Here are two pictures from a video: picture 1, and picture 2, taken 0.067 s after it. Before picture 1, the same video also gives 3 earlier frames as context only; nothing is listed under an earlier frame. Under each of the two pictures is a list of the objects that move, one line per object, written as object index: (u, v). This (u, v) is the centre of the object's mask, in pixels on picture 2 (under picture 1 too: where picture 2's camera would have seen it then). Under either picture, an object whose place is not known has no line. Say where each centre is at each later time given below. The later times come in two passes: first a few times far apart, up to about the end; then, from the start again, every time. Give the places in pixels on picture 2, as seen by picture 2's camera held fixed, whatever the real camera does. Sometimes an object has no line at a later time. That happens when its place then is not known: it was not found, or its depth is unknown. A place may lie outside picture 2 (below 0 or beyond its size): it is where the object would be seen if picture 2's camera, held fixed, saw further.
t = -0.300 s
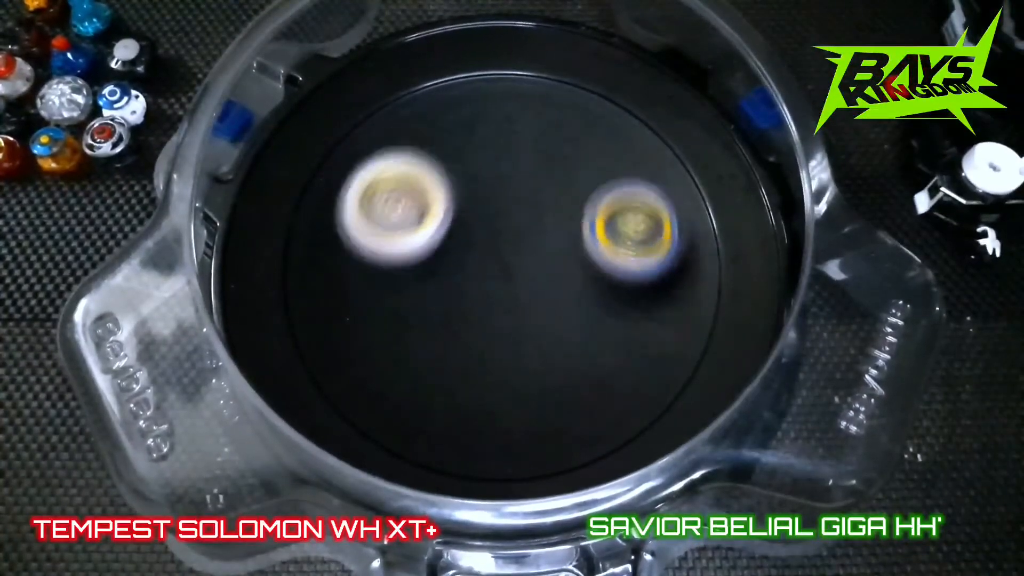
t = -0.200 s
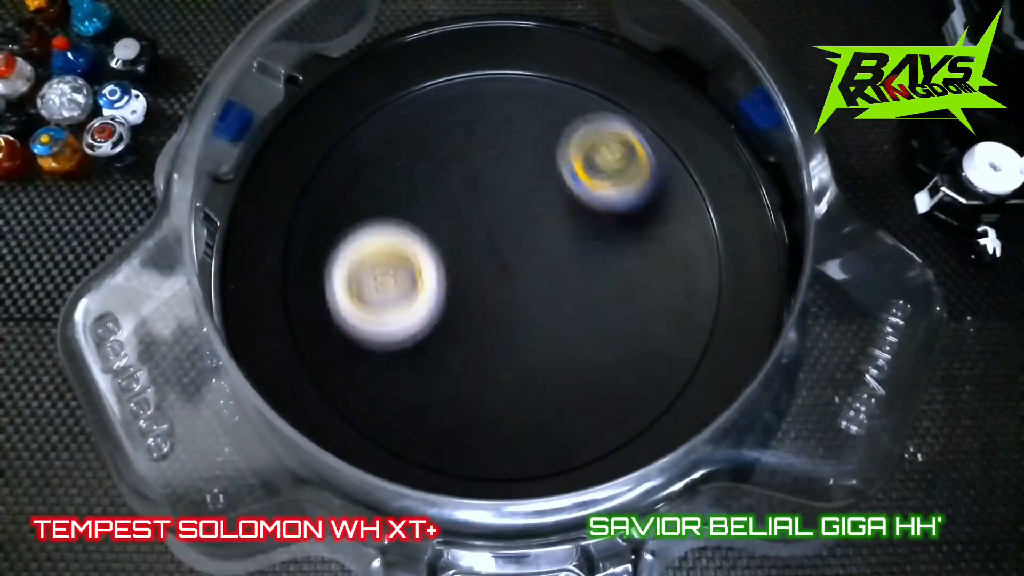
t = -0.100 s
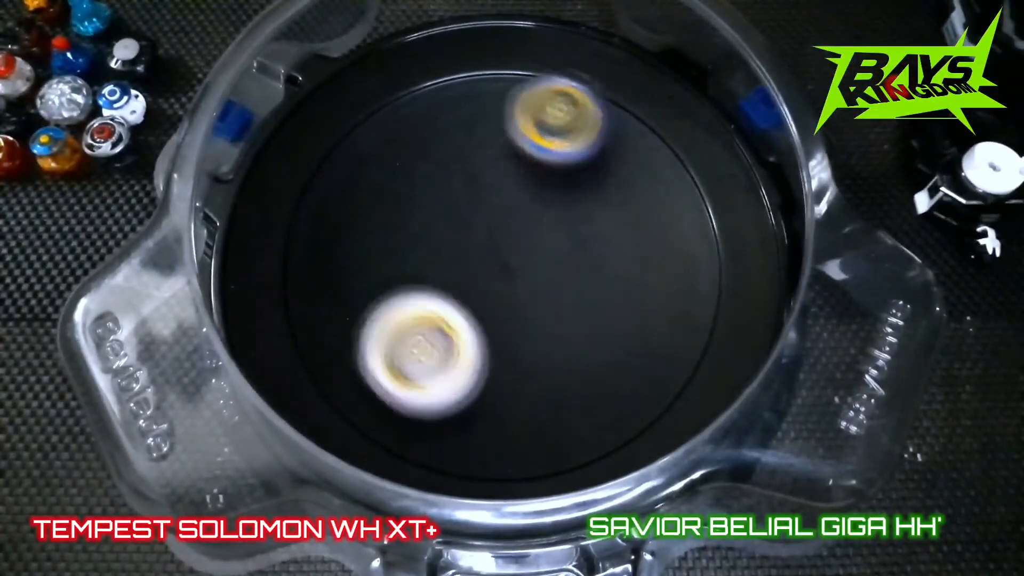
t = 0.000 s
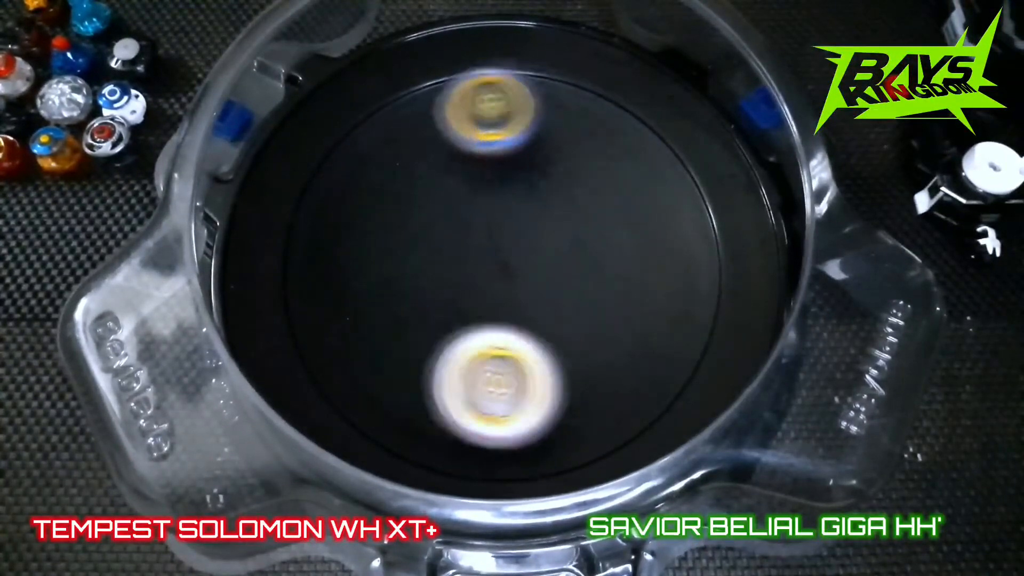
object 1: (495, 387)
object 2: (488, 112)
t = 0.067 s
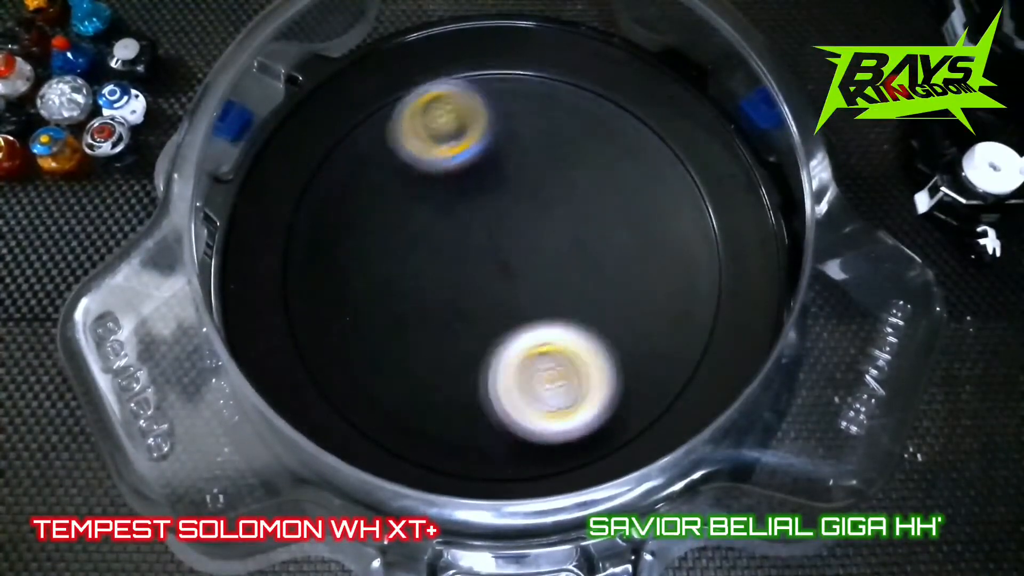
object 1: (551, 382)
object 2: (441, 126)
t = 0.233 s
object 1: (640, 288)
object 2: (362, 227)
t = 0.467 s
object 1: (562, 139)
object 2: (460, 392)
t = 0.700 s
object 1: (407, 173)
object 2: (638, 327)
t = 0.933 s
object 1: (429, 334)
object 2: (611, 159)
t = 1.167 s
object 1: (584, 335)
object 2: (446, 119)
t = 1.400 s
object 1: (588, 192)
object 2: (366, 285)
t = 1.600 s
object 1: (484, 151)
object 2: (497, 403)
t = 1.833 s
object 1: (388, 270)
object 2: (646, 312)
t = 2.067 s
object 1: (487, 372)
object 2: (592, 149)
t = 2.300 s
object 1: (586, 281)
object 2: (428, 154)
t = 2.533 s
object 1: (533, 168)
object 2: (391, 320)
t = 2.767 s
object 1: (427, 204)
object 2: (550, 393)
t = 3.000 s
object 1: (430, 330)
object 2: (647, 263)
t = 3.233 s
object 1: (545, 334)
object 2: (548, 137)
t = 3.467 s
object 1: (589, 225)
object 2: (391, 196)
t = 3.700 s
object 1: (515, 179)
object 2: (407, 353)
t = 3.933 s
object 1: (421, 246)
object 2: (580, 368)
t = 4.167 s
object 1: (470, 342)
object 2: (625, 216)
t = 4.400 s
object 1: (590, 293)
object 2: (489, 140)
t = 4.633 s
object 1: (571, 180)
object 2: (378, 238)
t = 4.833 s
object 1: (474, 165)
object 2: (435, 357)
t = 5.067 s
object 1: (404, 279)
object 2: (590, 336)
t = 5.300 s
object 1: (514, 357)
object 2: (595, 192)
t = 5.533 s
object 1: (617, 254)
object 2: (461, 150)
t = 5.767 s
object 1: (544, 157)
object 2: (386, 262)
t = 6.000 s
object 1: (412, 215)
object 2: (498, 360)
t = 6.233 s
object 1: (445, 348)
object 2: (610, 275)
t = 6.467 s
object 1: (588, 326)
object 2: (554, 165)
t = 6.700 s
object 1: (590, 193)
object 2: (427, 198)
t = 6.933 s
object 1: (456, 174)
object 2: (436, 316)
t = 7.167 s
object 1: (404, 300)
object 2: (565, 322)
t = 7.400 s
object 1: (534, 358)
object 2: (582, 208)
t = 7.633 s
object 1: (601, 243)
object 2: (476, 176)
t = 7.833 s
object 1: (521, 166)
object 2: (418, 252)
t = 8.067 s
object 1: (409, 227)
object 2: (487, 330)
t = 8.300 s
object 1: (460, 341)
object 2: (581, 286)
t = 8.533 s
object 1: (581, 296)
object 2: (547, 193)
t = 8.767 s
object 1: (557, 195)
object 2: (443, 186)
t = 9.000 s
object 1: (481, 201)
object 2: (385, 289)
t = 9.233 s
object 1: (496, 256)
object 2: (480, 381)
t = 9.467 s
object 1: (546, 236)
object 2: (576, 346)
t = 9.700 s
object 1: (501, 137)
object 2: (589, 322)
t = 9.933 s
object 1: (461, 163)
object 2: (521, 287)
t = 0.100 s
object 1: (577, 372)
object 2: (419, 140)
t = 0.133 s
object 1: (600, 356)
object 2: (399, 157)
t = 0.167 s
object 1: (618, 337)
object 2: (383, 178)
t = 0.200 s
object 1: (632, 313)
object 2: (370, 201)
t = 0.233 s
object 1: (640, 288)
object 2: (362, 227)
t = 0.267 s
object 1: (643, 262)
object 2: (358, 256)
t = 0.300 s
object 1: (640, 236)
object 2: (361, 285)
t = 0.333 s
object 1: (633, 211)
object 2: (371, 313)
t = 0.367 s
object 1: (620, 188)
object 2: (386, 340)
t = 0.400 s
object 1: (603, 168)
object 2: (407, 361)
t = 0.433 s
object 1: (584, 152)
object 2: (432, 379)
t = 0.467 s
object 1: (562, 139)
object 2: (460, 392)
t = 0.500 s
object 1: (538, 131)
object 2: (489, 398)
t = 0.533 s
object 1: (513, 127)
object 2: (520, 399)
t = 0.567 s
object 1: (489, 128)
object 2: (550, 394)
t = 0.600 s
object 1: (465, 134)
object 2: (578, 384)
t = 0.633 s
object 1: (443, 143)
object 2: (602, 368)
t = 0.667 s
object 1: (423, 157)
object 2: (622, 349)
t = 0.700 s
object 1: (407, 173)
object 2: (638, 327)
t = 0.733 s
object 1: (395, 195)
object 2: (648, 303)
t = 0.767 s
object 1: (388, 218)
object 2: (651, 278)
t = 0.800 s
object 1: (386, 242)
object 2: (651, 253)
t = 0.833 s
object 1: (389, 269)
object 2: (646, 228)
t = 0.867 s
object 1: (397, 293)
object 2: (637, 203)
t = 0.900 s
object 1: (411, 315)
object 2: (626, 180)
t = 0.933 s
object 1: (429, 334)
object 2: (611, 159)
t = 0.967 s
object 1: (450, 350)
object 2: (593, 141)
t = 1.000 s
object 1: (474, 359)
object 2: (572, 126)
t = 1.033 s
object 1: (498, 364)
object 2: (549, 115)
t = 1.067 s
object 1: (522, 364)
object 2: (524, 109)
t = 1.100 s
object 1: (545, 359)
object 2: (498, 107)
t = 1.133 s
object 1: (567, 349)
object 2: (471, 111)
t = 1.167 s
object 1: (584, 335)
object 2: (446, 119)
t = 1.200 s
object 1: (598, 317)
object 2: (423, 132)
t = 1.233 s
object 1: (607, 297)
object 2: (403, 150)
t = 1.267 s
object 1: (612, 276)
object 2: (386, 172)
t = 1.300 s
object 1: (612, 255)
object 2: (374, 197)
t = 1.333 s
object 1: (608, 234)
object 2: (366, 225)
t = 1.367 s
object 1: (599, 211)
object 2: (363, 255)
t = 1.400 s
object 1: (588, 192)
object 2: (366, 285)
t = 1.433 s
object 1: (574, 175)
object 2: (377, 314)
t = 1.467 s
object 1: (558, 162)
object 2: (392, 341)
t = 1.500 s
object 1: (541, 153)
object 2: (414, 364)
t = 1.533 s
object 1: (523, 149)
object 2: (439, 383)
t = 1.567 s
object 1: (504, 148)
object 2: (467, 395)
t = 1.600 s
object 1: (484, 151)
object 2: (497, 403)
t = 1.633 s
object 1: (465, 157)
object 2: (527, 404)
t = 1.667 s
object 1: (446, 168)
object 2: (555, 400)
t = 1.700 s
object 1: (428, 182)
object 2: (581, 391)
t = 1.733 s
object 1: (413, 200)
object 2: (603, 376)
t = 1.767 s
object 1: (400, 221)
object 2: (622, 357)
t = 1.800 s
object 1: (392, 245)
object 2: (637, 336)
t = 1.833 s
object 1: (388, 270)
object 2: (646, 312)
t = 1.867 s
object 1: (389, 293)
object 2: (650, 287)
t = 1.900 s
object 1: (396, 316)
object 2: (650, 261)
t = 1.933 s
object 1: (408, 336)
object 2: (645, 235)
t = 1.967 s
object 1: (424, 352)
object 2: (637, 211)
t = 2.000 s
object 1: (444, 364)
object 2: (625, 187)
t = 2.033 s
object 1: (465, 370)
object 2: (611, 167)
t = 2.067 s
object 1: (487, 372)
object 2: (592, 149)
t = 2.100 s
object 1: (509, 368)
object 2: (571, 135)
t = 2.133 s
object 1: (530, 361)
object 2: (547, 126)
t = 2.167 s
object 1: (547, 350)
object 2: (523, 122)
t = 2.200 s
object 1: (562, 335)
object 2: (498, 123)
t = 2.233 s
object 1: (574, 318)
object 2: (472, 129)
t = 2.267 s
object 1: (582, 300)
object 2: (450, 139)
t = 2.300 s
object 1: (586, 281)
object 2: (428, 154)
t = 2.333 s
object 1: (586, 260)
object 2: (411, 172)
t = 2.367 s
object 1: (584, 241)
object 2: (396, 193)
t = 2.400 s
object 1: (578, 222)
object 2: (386, 217)
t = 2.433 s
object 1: (570, 205)
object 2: (380, 242)
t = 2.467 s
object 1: (558, 190)
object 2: (379, 269)
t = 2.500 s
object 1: (546, 177)
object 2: (383, 295)
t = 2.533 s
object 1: (533, 168)
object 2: (391, 320)
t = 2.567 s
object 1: (518, 163)
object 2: (405, 343)
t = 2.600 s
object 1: (503, 161)
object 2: (422, 363)
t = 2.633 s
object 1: (487, 163)
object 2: (444, 378)
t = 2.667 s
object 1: (471, 168)
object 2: (468, 389)
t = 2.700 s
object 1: (455, 177)
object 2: (495, 395)
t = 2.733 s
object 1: (440, 189)
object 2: (523, 397)
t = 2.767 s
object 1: (427, 204)
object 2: (550, 393)
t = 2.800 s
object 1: (417, 220)
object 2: (575, 386)
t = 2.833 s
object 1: (410, 237)
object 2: (597, 373)
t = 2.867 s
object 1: (407, 257)
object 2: (616, 356)
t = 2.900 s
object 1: (407, 278)
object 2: (631, 336)
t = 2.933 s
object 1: (412, 298)
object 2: (641, 313)
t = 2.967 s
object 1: (419, 315)
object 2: (646, 288)
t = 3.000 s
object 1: (430, 330)
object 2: (647, 263)
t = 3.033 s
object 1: (443, 341)
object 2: (644, 239)
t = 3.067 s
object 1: (461, 349)
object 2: (636, 215)
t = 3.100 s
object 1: (478, 353)
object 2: (625, 193)
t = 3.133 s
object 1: (495, 353)
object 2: (611, 173)
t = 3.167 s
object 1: (512, 350)
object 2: (592, 157)
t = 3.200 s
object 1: (528, 344)
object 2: (571, 145)
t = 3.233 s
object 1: (545, 334)
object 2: (548, 137)
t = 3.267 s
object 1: (560, 322)
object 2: (524, 134)
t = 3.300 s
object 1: (572, 309)
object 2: (498, 134)
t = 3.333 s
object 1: (581, 293)
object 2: (473, 138)
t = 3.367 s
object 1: (588, 276)
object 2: (448, 147)
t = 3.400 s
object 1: (590, 258)
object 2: (426, 160)
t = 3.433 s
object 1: (591, 240)
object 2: (406, 177)
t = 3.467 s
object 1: (589, 225)
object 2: (391, 196)
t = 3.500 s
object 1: (584, 211)
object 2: (379, 219)
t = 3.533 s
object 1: (578, 199)
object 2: (371, 242)
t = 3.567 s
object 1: (569, 190)
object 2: (368, 266)
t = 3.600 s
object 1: (558, 184)
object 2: (370, 291)
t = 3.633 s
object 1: (544, 180)
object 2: (377, 314)
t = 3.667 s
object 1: (530, 178)
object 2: (390, 335)
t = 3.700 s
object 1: (515, 179)
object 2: (407, 353)
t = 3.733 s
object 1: (500, 183)
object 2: (428, 368)
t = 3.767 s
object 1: (484, 188)
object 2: (452, 378)
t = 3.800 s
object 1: (468, 196)
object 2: (478, 384)
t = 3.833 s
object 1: (453, 206)
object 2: (504, 387)
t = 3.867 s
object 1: (440, 218)
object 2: (531, 386)
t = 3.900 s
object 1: (429, 231)
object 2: (557, 380)
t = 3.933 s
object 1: (421, 246)
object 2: (580, 368)
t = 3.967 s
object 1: (417, 263)
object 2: (601, 352)
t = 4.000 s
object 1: (416, 280)
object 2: (617, 333)
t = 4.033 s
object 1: (419, 296)
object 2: (628, 312)
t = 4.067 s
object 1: (426, 311)
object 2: (634, 289)
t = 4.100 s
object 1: (438, 323)
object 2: (636, 264)
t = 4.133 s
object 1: (452, 334)
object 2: (633, 239)
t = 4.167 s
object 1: (470, 342)
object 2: (625, 216)
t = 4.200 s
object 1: (489, 346)
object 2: (613, 195)
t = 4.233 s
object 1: (510, 345)
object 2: (598, 177)
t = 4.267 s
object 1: (530, 341)
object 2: (581, 162)
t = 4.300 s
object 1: (549, 334)
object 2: (561, 150)
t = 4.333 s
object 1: (566, 322)
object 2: (538, 143)
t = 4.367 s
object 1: (580, 308)
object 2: (513, 139)
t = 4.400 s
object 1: (590, 293)
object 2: (489, 140)
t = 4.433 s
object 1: (598, 278)
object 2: (465, 143)
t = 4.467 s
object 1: (602, 261)
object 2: (443, 151)
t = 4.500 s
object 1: (602, 243)
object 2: (424, 162)
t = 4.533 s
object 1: (599, 226)
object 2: (407, 178)
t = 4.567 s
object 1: (593, 208)
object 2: (393, 195)
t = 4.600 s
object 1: (582, 193)
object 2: (383, 216)
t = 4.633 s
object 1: (571, 180)
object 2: (378, 238)
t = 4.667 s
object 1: (558, 171)
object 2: (376, 261)
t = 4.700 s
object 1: (544, 164)
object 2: (379, 284)
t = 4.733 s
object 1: (527, 159)
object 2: (387, 305)
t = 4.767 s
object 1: (510, 158)
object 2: (399, 325)
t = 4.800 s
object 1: (492, 160)
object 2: (415, 343)
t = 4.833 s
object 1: (474, 165)
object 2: (435, 357)
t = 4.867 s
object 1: (457, 175)
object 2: (458, 368)
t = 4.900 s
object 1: (441, 187)
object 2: (479, 374)
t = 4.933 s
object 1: (427, 202)
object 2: (504, 376)
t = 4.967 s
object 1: (416, 219)
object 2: (529, 373)
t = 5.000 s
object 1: (407, 238)
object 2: (552, 365)
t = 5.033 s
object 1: (403, 258)
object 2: (573, 352)
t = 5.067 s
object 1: (404, 279)
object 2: (590, 336)
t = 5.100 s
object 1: (409, 299)
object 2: (603, 318)
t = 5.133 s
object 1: (418, 317)
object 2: (613, 297)
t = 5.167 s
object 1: (432, 332)
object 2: (617, 274)
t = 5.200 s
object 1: (450, 344)
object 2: (618, 252)
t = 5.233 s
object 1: (470, 353)
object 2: (615, 232)
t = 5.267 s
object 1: (492, 357)
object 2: (607, 210)
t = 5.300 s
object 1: (514, 357)
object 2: (595, 192)
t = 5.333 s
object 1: (537, 352)
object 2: (580, 175)
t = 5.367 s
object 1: (559, 343)
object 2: (564, 162)
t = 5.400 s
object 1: (578, 329)
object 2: (545, 151)
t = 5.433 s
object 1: (593, 313)
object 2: (523, 145)
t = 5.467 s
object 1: (605, 294)
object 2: (503, 144)
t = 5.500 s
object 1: (613, 274)
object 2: (482, 144)
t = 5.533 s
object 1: (617, 254)
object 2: (461, 150)
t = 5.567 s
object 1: (617, 235)
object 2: (441, 159)
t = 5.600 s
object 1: (613, 216)
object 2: (424, 170)
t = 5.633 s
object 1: (605, 199)
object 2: (410, 184)
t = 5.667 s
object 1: (594, 185)
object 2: (398, 201)
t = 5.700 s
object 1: (579, 172)
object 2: (391, 220)
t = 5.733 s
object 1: (562, 163)
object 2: (386, 241)
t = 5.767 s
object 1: (544, 157)
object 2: (386, 262)
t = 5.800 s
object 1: (522, 154)
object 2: (390, 283)
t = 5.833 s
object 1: (500, 155)
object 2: (401, 304)
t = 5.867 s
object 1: (479, 160)
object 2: (415, 322)
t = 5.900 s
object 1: (458, 169)
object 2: (432, 337)
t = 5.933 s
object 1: (439, 181)
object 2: (453, 350)
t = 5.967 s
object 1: (424, 197)
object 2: (476, 357)
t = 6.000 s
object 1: (412, 215)
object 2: (498, 360)
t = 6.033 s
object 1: (403, 235)
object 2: (521, 358)
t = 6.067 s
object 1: (398, 256)
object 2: (544, 353)
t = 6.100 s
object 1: (399, 278)
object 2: (564, 342)
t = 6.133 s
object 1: (404, 299)
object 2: (581, 329)
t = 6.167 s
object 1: (414, 318)
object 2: (594, 312)
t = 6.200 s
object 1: (428, 335)
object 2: (604, 294)
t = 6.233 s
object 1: (445, 348)
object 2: (610, 275)
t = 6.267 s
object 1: (465, 358)
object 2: (612, 255)
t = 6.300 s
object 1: (486, 363)
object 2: (610, 234)
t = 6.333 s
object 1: (509, 365)
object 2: (605, 216)
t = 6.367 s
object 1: (533, 361)
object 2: (597, 200)
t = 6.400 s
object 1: (553, 353)
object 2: (584, 185)
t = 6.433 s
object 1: (573, 341)
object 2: (570, 173)
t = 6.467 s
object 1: (588, 326)
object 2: (554, 165)
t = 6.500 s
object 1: (600, 309)
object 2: (535, 160)
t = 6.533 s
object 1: (609, 289)
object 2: (514, 159)
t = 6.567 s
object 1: (613, 269)
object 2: (494, 161)
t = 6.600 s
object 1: (613, 248)
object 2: (473, 167)
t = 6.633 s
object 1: (608, 228)
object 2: (456, 174)
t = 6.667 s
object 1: (601, 210)
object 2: (440, 185)
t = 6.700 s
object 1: (590, 193)
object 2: (427, 198)
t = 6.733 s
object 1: (574, 179)
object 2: (417, 213)
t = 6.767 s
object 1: (558, 169)
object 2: (410, 232)
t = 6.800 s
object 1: (539, 162)
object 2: (407, 252)
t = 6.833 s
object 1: (517, 159)
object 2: (409, 269)
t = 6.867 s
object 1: (496, 160)
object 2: (413, 286)
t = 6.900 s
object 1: (476, 165)
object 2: (423, 303)
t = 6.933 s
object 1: (456, 174)
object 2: (436, 316)
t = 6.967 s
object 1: (439, 186)
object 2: (452, 328)
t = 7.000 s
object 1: (423, 201)
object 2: (471, 336)
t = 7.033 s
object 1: (412, 218)
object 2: (490, 339)
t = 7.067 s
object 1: (403, 237)
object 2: (510, 341)
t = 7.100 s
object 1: (398, 258)
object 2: (531, 338)
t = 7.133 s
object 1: (399, 280)
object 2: (549, 332)
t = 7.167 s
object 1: (404, 300)
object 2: (565, 322)
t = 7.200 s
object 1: (414, 319)
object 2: (579, 309)
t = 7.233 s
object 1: (429, 336)
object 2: (589, 294)
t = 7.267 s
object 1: (447, 348)
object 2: (595, 277)
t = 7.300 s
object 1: (466, 358)
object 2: (596, 260)
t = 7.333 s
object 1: (489, 362)
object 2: (594, 241)
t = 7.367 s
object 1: (512, 362)
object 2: (589, 224)
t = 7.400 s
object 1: (534, 358)
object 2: (582, 208)
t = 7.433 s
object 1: (555, 349)
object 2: (572, 194)
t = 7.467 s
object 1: (572, 337)
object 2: (561, 184)
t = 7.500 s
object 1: (587, 320)
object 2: (546, 175)
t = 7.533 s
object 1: (597, 302)
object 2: (527, 172)
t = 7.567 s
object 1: (603, 282)
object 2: (511, 171)
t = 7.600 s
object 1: (604, 262)
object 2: (493, 172)
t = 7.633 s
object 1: (601, 243)
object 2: (476, 176)
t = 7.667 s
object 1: (595, 223)
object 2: (459, 182)
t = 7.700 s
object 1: (586, 205)
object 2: (445, 192)
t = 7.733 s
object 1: (573, 192)
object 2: (434, 204)
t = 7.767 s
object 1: (558, 180)
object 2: (425, 218)
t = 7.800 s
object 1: (541, 172)
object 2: (419, 235)
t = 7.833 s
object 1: (521, 166)
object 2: (418, 252)
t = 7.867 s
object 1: (502, 165)
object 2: (420, 268)
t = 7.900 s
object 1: (482, 167)
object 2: (423, 283)
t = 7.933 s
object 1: (462, 173)
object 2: (430, 298)
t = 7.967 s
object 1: (446, 182)
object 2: (441, 310)
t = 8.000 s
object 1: (430, 194)
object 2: (455, 319)
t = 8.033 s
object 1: (418, 210)
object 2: (471, 326)
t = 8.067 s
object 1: (409, 227)
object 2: (487, 330)
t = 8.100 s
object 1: (404, 247)
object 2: (505, 332)
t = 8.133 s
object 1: (403, 265)
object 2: (522, 331)
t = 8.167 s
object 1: (406, 285)
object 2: (540, 328)
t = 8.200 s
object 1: (414, 303)
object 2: (554, 321)
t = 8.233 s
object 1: (426, 319)
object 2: (566, 312)
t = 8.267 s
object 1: (442, 331)
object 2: (576, 299)
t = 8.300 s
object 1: (460, 341)
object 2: (581, 286)
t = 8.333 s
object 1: (480, 346)
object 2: (583, 270)
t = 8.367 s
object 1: (501, 346)
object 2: (583, 256)
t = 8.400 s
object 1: (521, 343)
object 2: (580, 241)
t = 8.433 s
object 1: (540, 336)
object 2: (575, 226)
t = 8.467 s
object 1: (557, 325)
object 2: (568, 212)
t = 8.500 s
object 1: (571, 311)
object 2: (559, 202)
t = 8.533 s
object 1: (581, 296)
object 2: (547, 193)
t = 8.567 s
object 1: (588, 280)
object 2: (535, 185)
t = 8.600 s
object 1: (592, 264)
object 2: (519, 177)
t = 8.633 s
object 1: (590, 249)
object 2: (503, 172)
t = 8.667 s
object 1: (587, 235)
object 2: (488, 171)
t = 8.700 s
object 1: (580, 218)
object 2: (472, 174)
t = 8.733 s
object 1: (570, 205)
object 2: (457, 178)
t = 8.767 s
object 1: (557, 195)
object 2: (443, 186)
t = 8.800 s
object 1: (546, 185)
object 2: (425, 195)
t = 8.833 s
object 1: (537, 181)
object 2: (409, 206)
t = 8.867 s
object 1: (528, 180)
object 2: (395, 220)
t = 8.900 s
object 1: (517, 181)
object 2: (387, 235)
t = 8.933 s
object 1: (504, 185)
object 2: (381, 252)
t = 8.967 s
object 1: (491, 193)
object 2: (382, 271)
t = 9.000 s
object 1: (481, 201)
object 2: (385, 289)
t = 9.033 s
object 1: (470, 211)
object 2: (394, 305)
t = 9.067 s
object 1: (464, 225)
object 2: (407, 320)
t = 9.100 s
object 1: (463, 236)
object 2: (420, 336)
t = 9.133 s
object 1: (468, 241)
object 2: (432, 355)
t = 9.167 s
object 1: (476, 247)
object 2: (446, 369)
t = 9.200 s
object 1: (486, 251)
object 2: (463, 377)
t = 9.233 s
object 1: (496, 256)
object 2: (480, 381)
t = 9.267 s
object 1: (509, 261)
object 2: (500, 381)
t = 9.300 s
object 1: (519, 264)
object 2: (518, 378)
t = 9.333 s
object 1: (527, 266)
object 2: (535, 372)
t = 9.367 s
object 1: (535, 259)
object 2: (548, 369)
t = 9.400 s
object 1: (542, 251)
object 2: (559, 364)
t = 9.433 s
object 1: (545, 244)
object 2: (568, 356)
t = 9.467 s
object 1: (546, 236)
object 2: (576, 346)
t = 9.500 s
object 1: (544, 229)
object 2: (582, 334)
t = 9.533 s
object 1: (541, 223)
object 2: (585, 322)
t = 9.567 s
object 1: (536, 215)
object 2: (586, 311)
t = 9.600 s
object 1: (528, 193)
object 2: (590, 316)
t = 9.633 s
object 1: (519, 170)
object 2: (592, 322)
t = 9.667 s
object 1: (509, 151)
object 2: (592, 322)
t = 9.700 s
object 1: (501, 137)
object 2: (589, 322)
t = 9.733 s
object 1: (492, 128)
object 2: (584, 319)
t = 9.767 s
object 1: (484, 124)
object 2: (577, 315)
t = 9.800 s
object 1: (477, 125)
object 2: (568, 309)
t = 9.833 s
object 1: (471, 131)
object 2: (558, 303)
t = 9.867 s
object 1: (466, 139)
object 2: (545, 297)
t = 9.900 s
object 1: (463, 150)
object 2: (534, 292)
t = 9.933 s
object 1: (461, 163)
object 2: (521, 287)
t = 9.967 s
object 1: (460, 177)
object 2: (509, 284)
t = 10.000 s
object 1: (460, 187)
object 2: (497, 288)
